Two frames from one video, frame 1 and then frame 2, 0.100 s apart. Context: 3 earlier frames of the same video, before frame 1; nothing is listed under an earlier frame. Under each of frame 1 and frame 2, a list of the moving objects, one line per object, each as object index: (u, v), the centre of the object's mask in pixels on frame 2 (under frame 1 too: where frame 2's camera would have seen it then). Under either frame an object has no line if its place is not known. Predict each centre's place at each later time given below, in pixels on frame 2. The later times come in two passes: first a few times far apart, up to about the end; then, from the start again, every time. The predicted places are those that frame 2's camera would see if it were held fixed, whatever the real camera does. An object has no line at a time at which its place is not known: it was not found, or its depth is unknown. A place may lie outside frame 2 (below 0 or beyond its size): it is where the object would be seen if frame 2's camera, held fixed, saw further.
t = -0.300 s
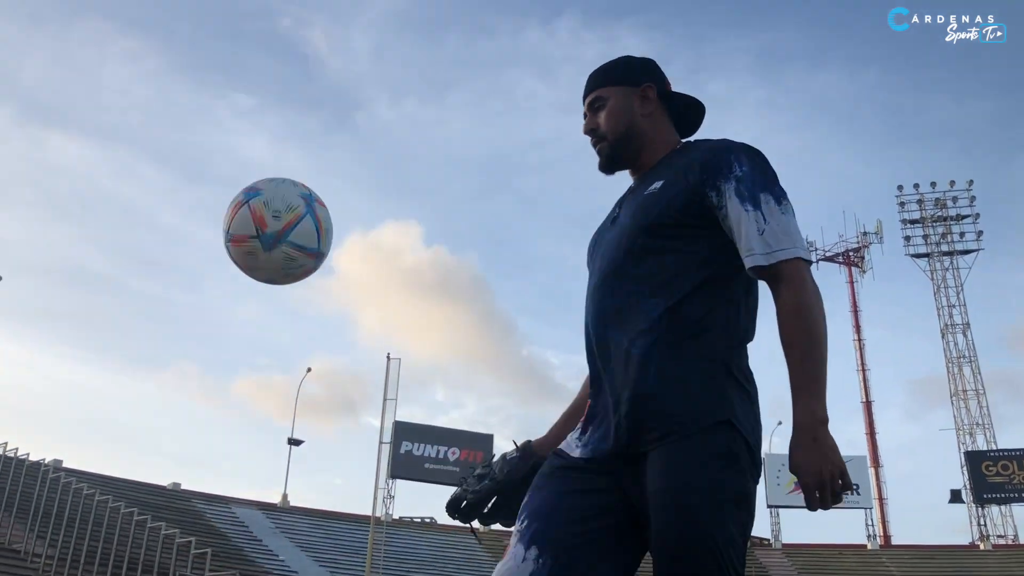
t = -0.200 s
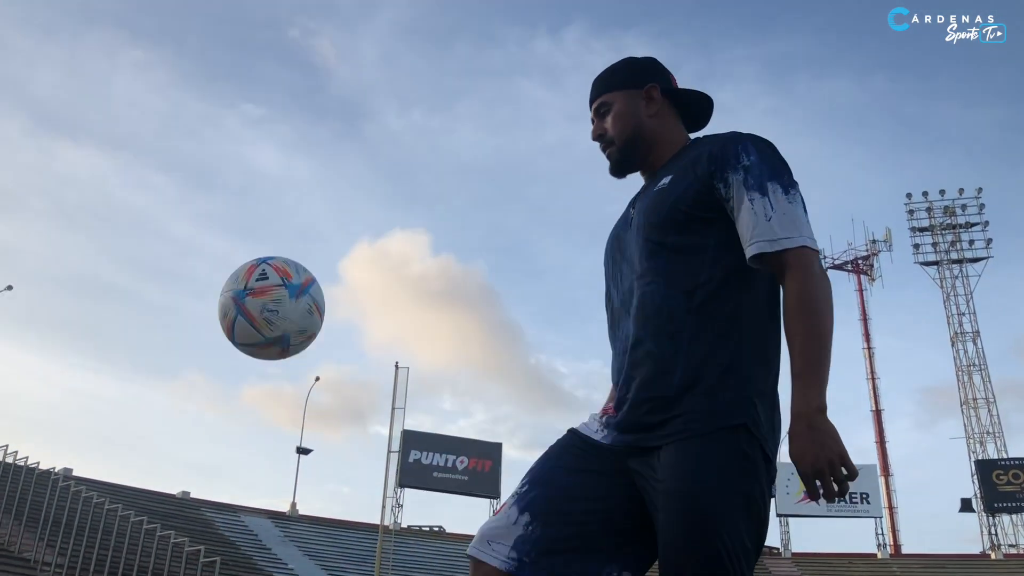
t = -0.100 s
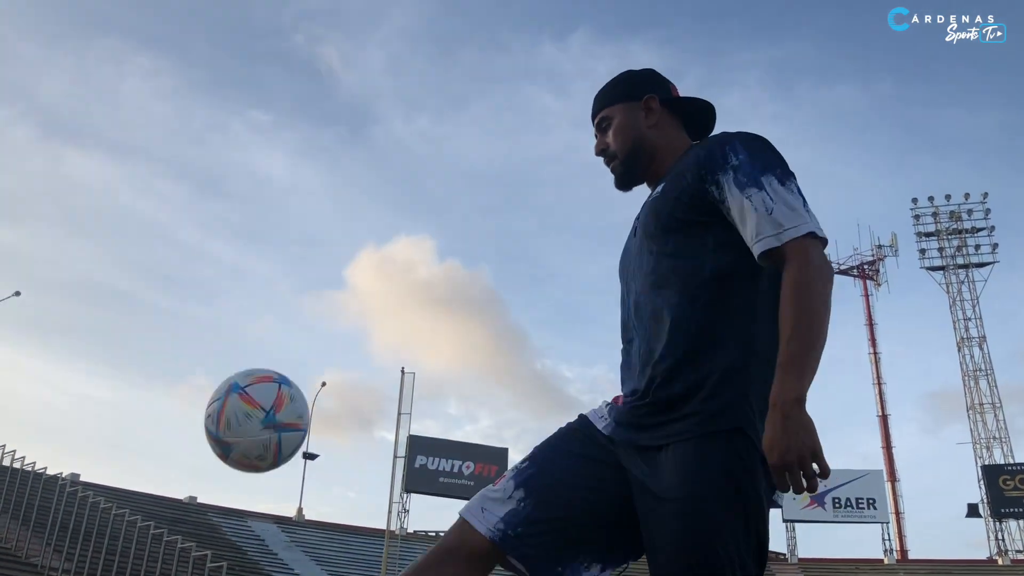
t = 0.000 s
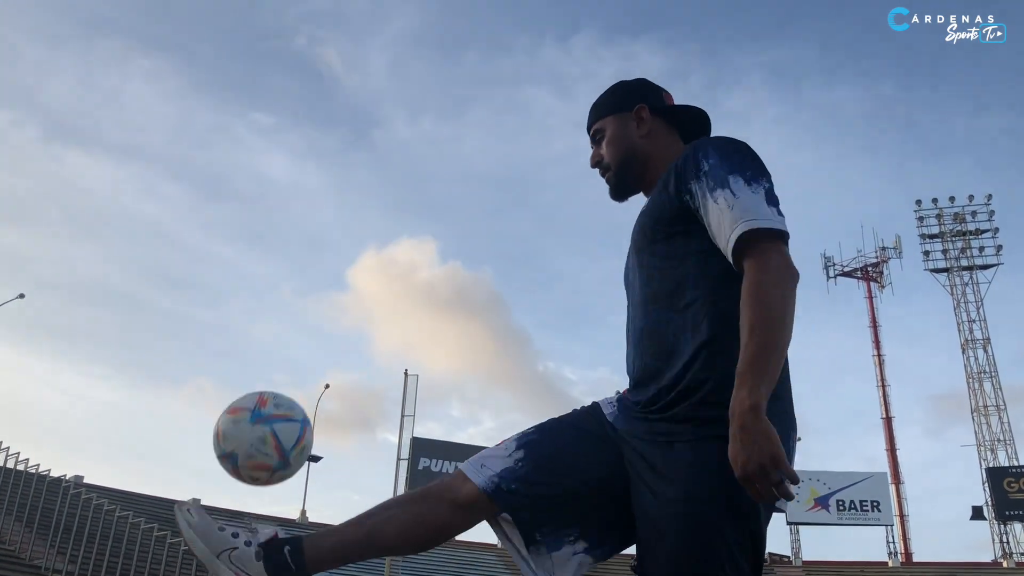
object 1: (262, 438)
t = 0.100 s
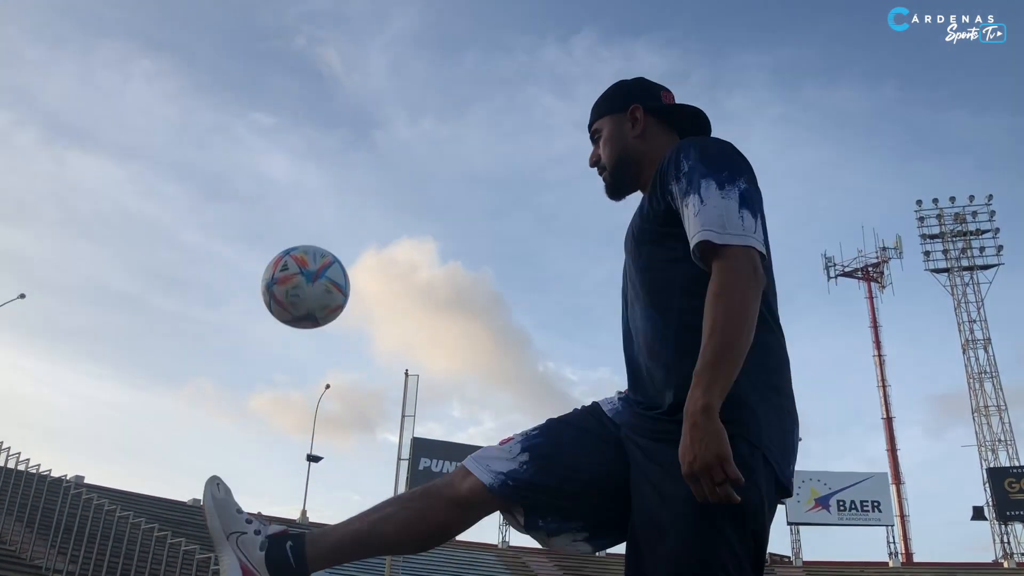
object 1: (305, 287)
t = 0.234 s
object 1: (343, 172)
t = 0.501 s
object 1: (381, 125)
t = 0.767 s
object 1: (393, 256)
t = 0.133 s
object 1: (317, 250)
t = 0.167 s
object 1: (326, 219)
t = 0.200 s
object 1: (334, 193)
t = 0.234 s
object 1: (343, 172)
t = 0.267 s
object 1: (349, 154)
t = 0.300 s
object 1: (357, 141)
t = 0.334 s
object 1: (363, 131)
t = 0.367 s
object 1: (367, 123)
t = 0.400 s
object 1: (371, 119)
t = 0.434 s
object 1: (375, 118)
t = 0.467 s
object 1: (378, 120)
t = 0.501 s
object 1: (381, 125)
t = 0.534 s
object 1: (384, 131)
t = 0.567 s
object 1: (386, 141)
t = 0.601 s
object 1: (389, 154)
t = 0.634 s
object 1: (390, 168)
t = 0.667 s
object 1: (391, 186)
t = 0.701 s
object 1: (392, 206)
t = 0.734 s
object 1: (393, 229)
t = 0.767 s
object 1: (393, 256)
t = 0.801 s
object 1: (394, 285)
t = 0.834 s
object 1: (394, 318)
